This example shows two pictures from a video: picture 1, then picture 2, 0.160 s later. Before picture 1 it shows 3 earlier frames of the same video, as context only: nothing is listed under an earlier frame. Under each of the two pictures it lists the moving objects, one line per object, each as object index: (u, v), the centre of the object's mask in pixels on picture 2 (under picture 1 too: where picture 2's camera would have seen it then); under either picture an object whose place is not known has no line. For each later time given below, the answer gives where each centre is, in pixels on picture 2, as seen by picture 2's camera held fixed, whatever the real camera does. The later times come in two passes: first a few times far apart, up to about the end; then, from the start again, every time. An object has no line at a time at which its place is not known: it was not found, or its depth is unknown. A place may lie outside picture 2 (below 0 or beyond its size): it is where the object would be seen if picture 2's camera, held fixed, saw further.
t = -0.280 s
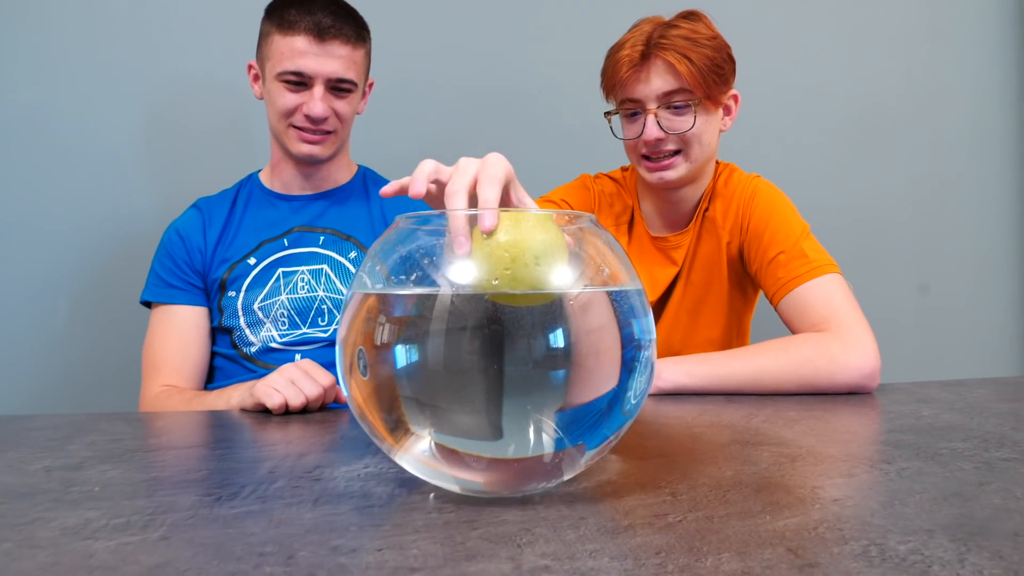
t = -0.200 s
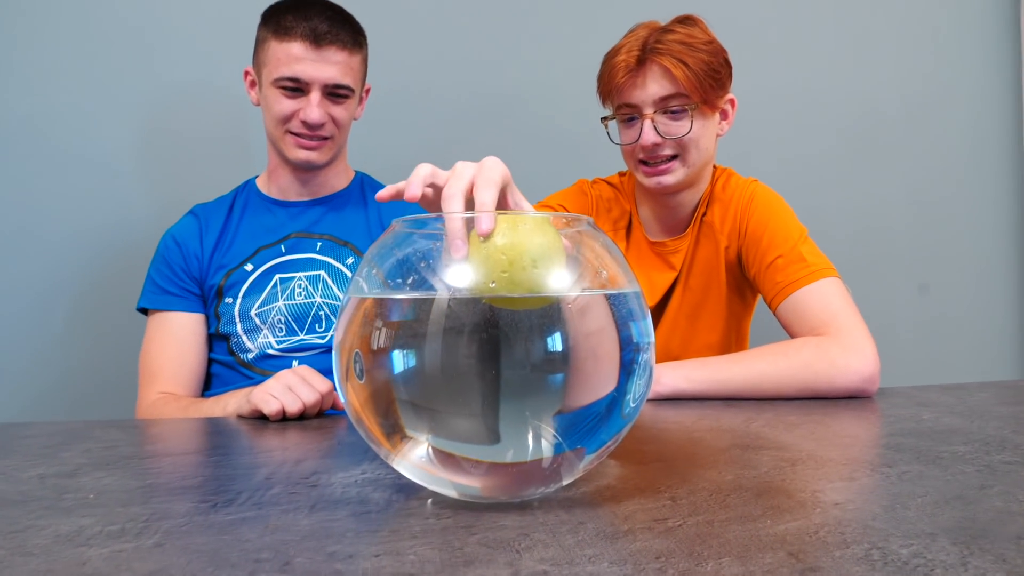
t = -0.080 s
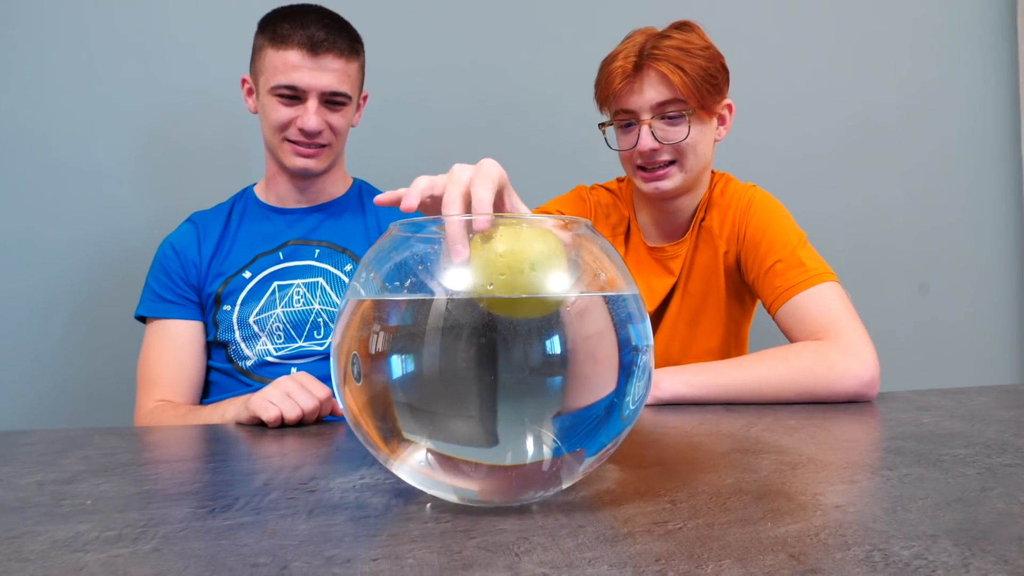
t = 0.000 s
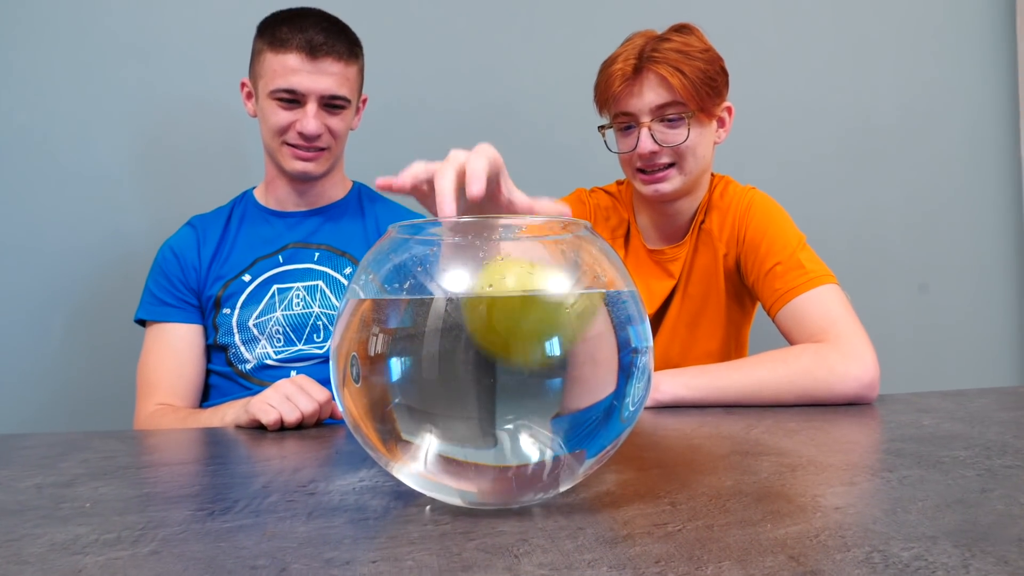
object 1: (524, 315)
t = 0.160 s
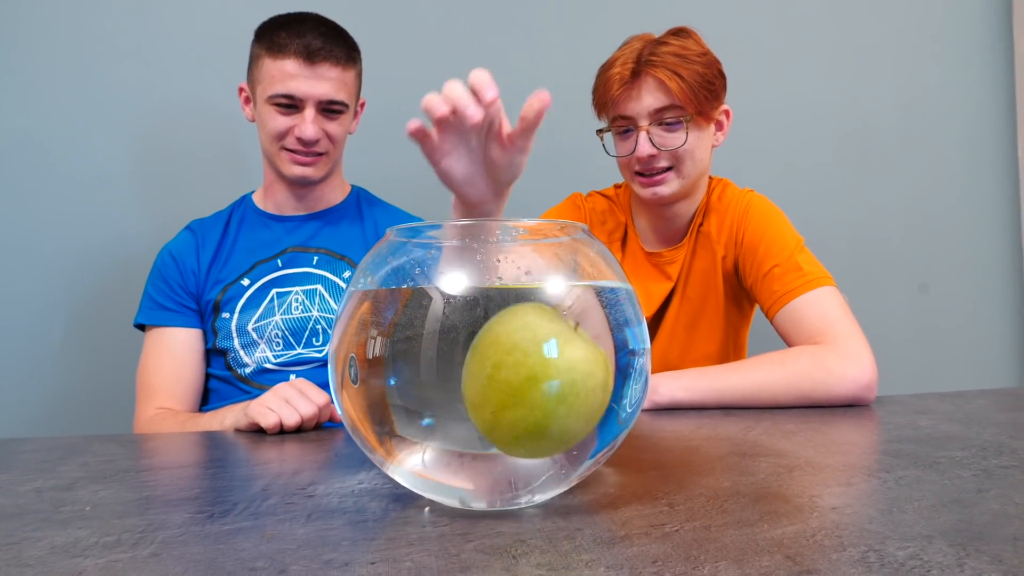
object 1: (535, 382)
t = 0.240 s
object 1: (539, 392)
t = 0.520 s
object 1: (552, 334)
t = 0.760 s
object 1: (563, 316)
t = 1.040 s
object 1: (572, 360)
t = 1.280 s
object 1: (565, 300)
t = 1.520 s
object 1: (581, 334)
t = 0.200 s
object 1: (537, 389)
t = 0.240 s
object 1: (539, 392)
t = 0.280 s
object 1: (542, 393)
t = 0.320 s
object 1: (546, 391)
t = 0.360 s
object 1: (550, 386)
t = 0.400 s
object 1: (553, 377)
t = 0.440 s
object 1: (555, 363)
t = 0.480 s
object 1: (555, 347)
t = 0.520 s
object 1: (552, 334)
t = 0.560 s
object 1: (548, 318)
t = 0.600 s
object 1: (545, 302)
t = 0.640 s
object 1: (542, 291)
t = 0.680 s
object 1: (546, 291)
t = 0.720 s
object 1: (555, 301)
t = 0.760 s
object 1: (563, 316)
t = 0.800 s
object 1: (569, 328)
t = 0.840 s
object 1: (573, 342)
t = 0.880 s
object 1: (573, 347)
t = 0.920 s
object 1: (572, 354)
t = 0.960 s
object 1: (571, 359)
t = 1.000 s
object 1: (571, 361)
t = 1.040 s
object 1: (572, 360)
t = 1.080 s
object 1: (573, 356)
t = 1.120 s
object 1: (574, 349)
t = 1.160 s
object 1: (575, 339)
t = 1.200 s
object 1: (574, 326)
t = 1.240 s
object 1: (569, 312)
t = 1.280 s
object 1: (565, 300)
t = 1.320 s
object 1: (563, 293)
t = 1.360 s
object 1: (565, 293)
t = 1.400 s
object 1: (570, 299)
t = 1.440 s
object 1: (576, 310)
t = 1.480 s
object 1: (579, 322)
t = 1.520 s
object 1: (581, 334)
